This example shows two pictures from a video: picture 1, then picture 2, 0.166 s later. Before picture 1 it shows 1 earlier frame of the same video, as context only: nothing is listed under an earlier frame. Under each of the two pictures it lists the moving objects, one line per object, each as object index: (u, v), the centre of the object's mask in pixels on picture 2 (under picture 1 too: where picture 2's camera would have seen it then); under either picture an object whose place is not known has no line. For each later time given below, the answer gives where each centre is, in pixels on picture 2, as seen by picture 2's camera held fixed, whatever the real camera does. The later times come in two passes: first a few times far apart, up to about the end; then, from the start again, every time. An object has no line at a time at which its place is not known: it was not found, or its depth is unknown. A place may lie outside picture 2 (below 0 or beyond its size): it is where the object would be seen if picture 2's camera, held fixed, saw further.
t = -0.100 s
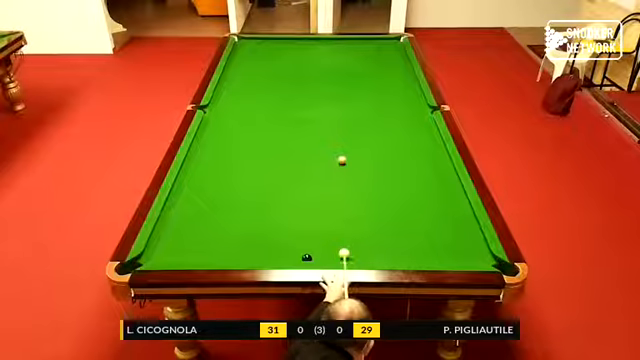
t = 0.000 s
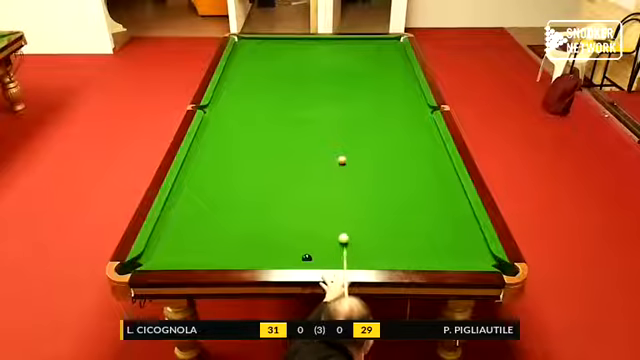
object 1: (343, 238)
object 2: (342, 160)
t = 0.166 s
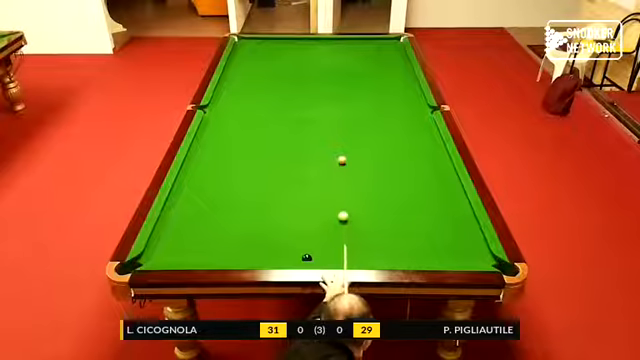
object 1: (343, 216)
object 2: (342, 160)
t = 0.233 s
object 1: (342, 207)
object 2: (342, 160)
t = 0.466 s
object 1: (342, 182)
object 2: (342, 160)
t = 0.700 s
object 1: (341, 164)
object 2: (342, 156)
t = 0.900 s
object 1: (339, 159)
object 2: (343, 144)
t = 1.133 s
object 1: (337, 155)
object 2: (345, 134)
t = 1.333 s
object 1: (335, 152)
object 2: (347, 125)
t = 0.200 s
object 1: (343, 212)
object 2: (342, 160)
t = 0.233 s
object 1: (342, 207)
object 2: (342, 160)
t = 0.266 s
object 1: (342, 203)
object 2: (342, 160)
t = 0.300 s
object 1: (342, 200)
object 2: (342, 160)
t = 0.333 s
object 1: (342, 196)
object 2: (342, 160)
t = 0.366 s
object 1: (342, 192)
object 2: (342, 160)
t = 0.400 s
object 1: (342, 189)
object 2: (342, 160)
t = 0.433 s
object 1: (342, 185)
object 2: (342, 160)
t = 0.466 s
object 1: (342, 182)
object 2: (342, 160)
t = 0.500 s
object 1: (342, 178)
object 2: (342, 160)
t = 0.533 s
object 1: (341, 175)
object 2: (342, 160)
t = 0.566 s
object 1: (341, 172)
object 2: (342, 159)
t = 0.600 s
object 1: (342, 169)
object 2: (342, 159)
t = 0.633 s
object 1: (342, 166)
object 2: (342, 158)
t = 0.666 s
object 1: (341, 164)
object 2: (342, 157)
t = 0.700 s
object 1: (341, 164)
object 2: (342, 156)
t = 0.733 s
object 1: (340, 164)
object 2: (343, 154)
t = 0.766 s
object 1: (340, 163)
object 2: (343, 152)
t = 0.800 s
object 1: (340, 162)
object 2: (343, 150)
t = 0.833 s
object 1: (340, 161)
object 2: (343, 149)
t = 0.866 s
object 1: (339, 160)
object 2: (343, 146)
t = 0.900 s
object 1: (339, 159)
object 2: (343, 144)
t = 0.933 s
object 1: (338, 159)
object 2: (344, 142)
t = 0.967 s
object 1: (338, 158)
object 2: (344, 141)
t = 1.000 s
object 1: (338, 158)
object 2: (345, 140)
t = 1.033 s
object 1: (338, 157)
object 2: (344, 139)
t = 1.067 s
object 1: (337, 156)
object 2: (345, 137)
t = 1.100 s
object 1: (337, 155)
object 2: (345, 136)
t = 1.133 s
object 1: (337, 155)
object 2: (345, 134)
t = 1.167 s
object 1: (337, 154)
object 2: (345, 133)
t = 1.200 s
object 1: (336, 154)
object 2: (346, 131)
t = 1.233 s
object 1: (336, 153)
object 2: (346, 130)
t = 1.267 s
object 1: (335, 153)
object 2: (346, 128)
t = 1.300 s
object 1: (335, 152)
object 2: (346, 126)
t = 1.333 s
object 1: (335, 152)
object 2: (347, 125)
